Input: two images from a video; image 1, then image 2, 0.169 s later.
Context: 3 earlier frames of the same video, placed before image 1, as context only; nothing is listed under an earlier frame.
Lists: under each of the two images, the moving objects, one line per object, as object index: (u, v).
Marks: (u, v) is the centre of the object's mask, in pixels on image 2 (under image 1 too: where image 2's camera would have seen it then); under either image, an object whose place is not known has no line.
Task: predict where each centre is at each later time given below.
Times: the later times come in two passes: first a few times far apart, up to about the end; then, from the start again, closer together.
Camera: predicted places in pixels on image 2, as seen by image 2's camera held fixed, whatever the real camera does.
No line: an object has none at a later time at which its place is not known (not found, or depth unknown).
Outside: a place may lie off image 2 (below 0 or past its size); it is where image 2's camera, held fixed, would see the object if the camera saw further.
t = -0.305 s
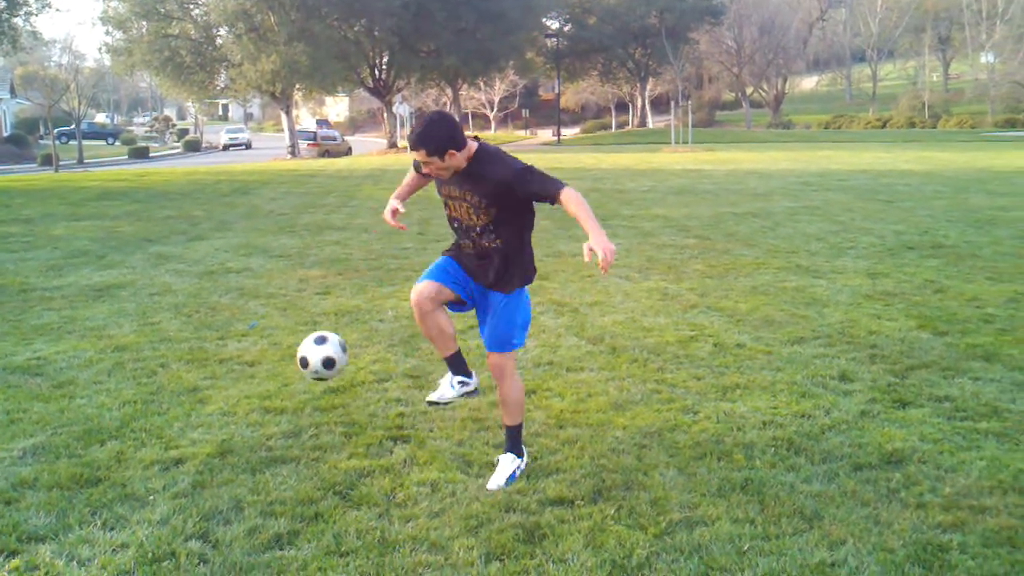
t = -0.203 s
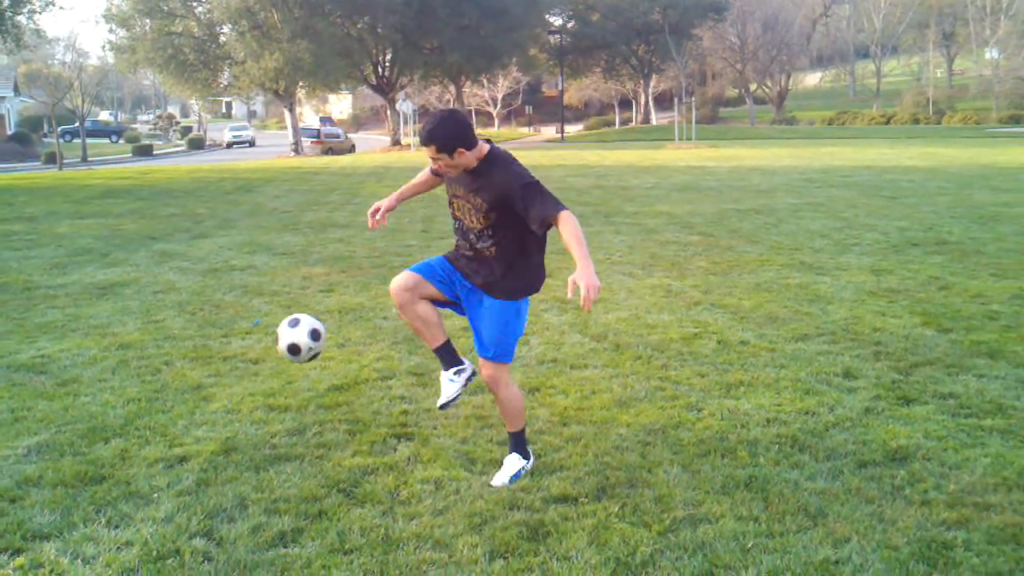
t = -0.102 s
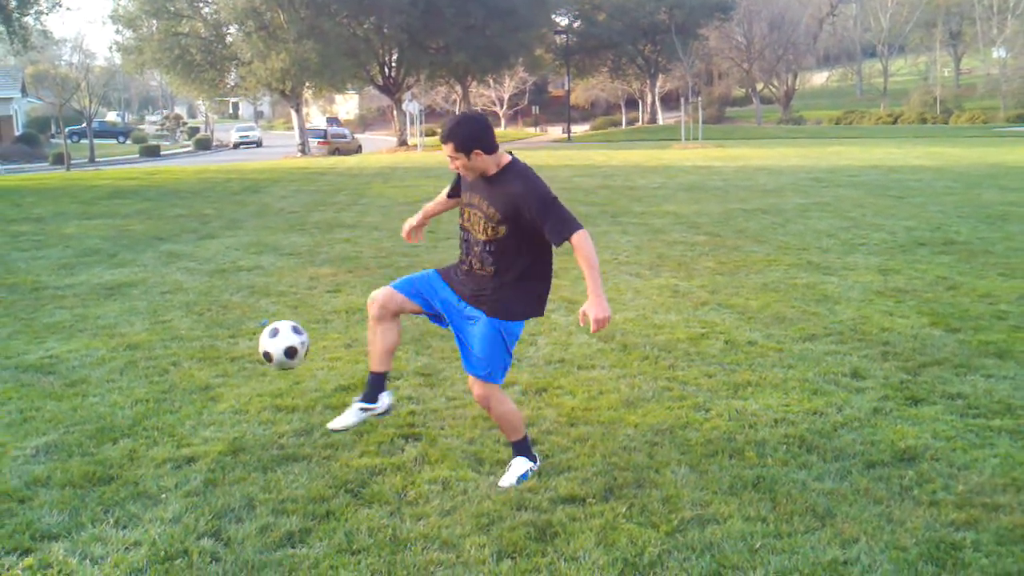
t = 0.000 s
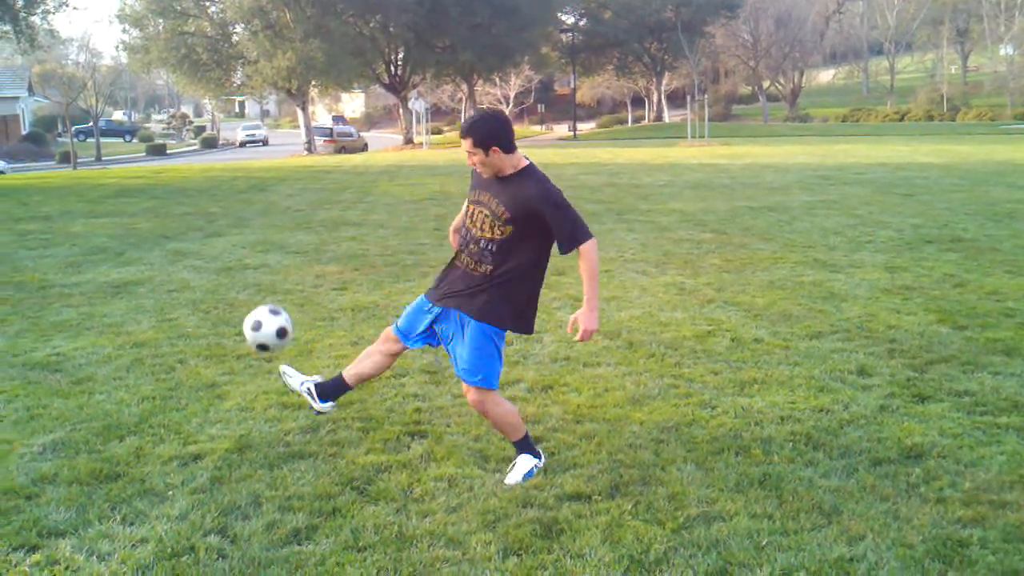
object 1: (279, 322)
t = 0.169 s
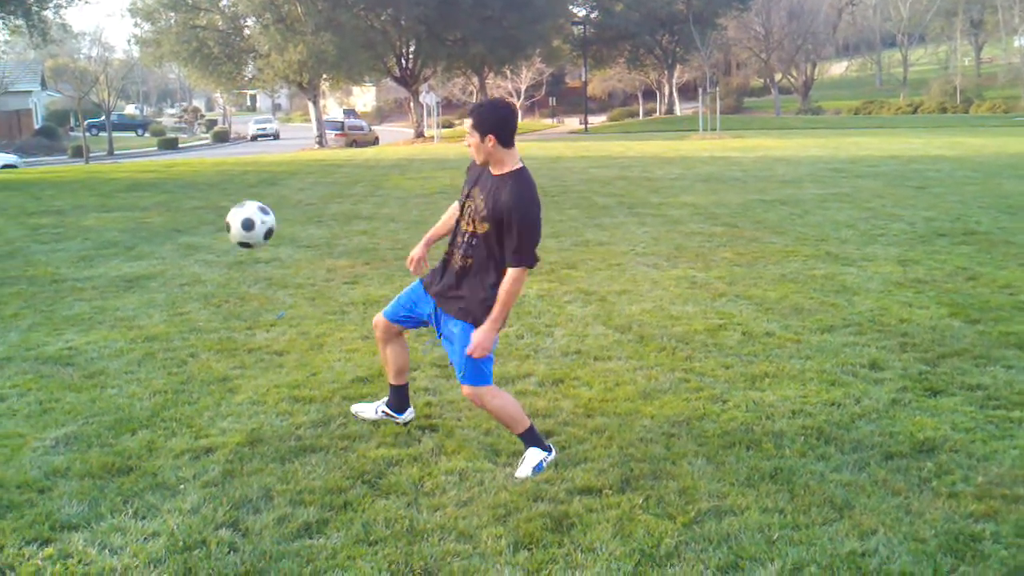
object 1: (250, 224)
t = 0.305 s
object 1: (230, 186)
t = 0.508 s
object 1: (207, 199)
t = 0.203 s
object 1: (245, 211)
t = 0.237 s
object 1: (240, 200)
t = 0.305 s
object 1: (230, 186)
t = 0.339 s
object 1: (225, 183)
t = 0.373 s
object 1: (221, 181)
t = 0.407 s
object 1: (216, 183)
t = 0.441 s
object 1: (212, 185)
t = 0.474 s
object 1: (209, 191)
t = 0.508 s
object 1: (207, 199)
